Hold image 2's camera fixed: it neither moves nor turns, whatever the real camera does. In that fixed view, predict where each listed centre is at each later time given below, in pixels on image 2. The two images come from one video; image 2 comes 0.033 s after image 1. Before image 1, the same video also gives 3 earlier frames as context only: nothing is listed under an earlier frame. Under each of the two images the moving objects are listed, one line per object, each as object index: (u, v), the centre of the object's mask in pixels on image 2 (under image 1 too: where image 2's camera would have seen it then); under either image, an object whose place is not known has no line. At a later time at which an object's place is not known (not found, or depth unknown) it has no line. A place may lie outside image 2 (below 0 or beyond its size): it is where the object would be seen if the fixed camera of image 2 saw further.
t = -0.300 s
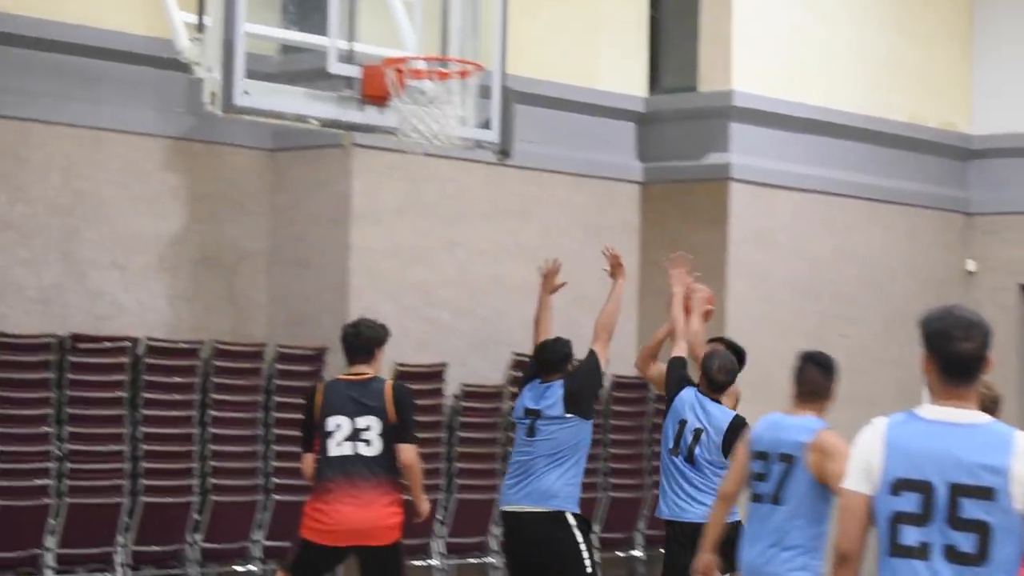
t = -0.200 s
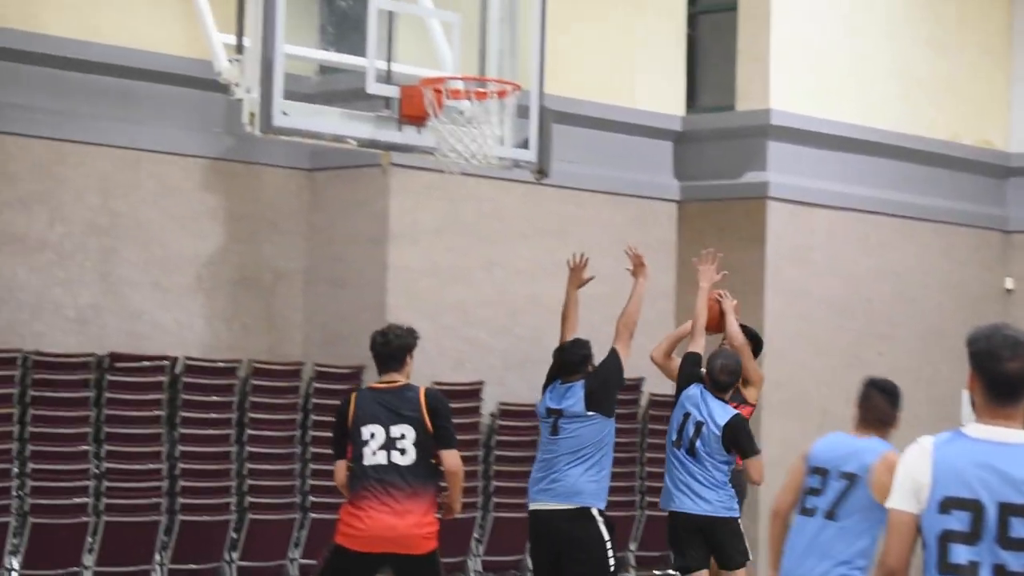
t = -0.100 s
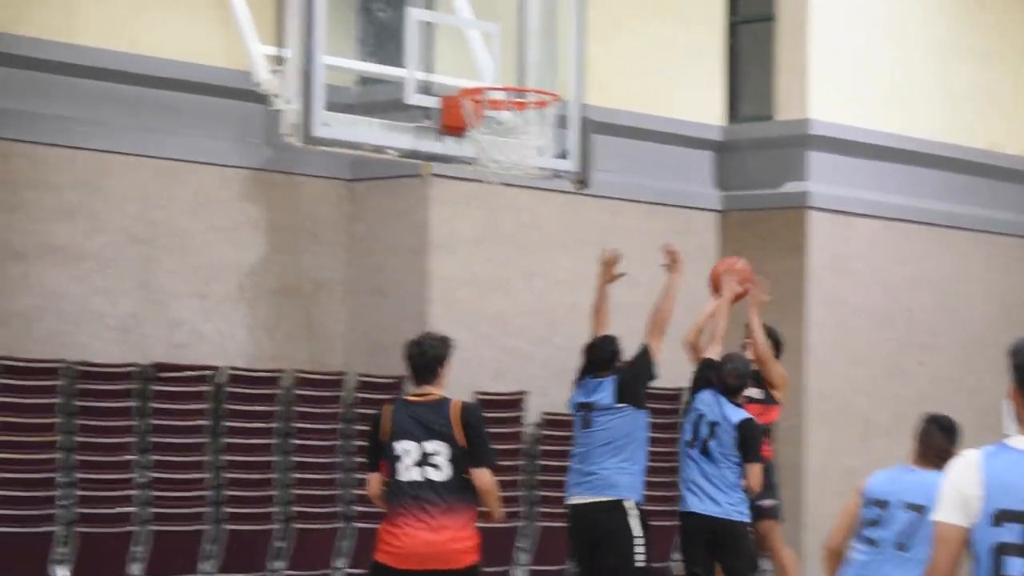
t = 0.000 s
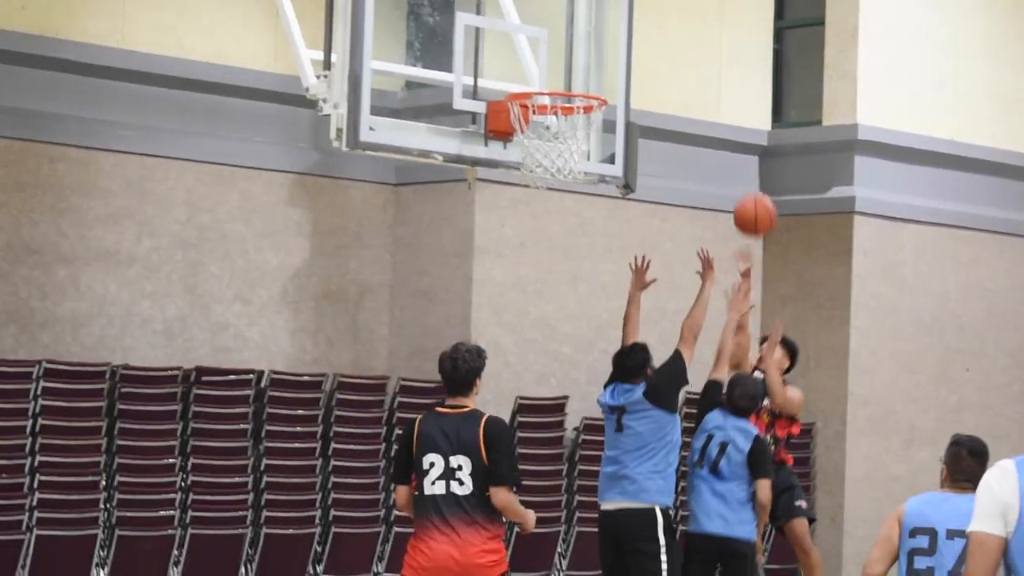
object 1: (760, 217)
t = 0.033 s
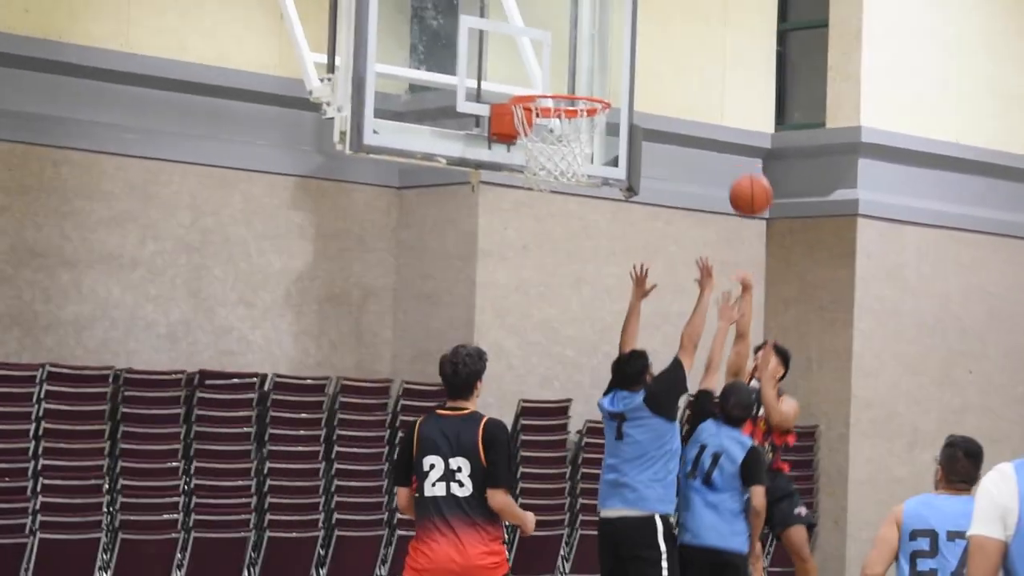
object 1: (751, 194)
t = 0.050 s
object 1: (747, 184)
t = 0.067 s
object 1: (743, 173)
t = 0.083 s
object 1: (739, 163)
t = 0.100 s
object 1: (735, 155)
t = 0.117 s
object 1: (731, 146)
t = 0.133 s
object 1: (727, 137)
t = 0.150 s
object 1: (723, 128)
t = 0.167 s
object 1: (719, 120)
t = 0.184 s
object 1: (715, 113)
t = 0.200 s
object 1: (711, 106)
